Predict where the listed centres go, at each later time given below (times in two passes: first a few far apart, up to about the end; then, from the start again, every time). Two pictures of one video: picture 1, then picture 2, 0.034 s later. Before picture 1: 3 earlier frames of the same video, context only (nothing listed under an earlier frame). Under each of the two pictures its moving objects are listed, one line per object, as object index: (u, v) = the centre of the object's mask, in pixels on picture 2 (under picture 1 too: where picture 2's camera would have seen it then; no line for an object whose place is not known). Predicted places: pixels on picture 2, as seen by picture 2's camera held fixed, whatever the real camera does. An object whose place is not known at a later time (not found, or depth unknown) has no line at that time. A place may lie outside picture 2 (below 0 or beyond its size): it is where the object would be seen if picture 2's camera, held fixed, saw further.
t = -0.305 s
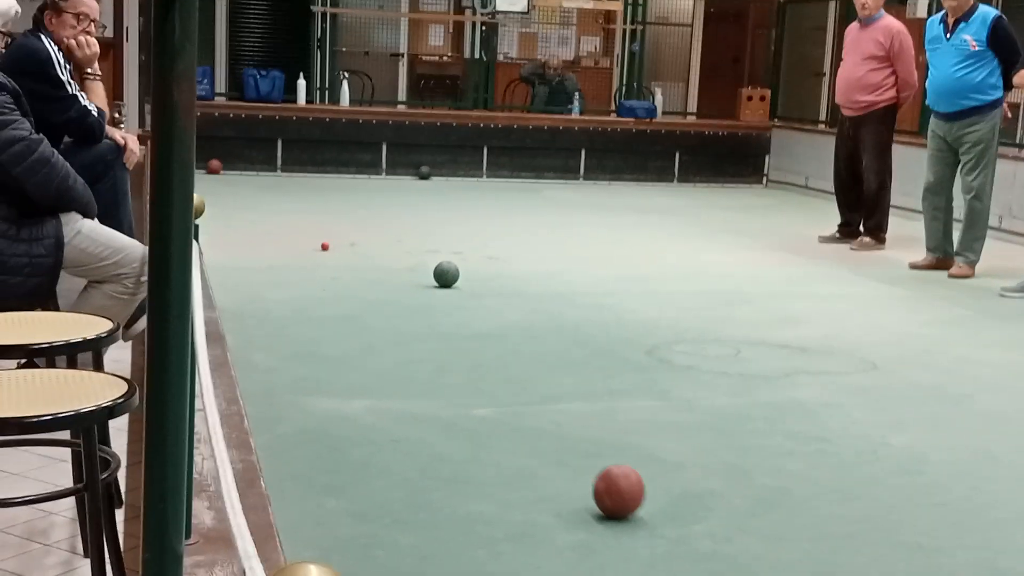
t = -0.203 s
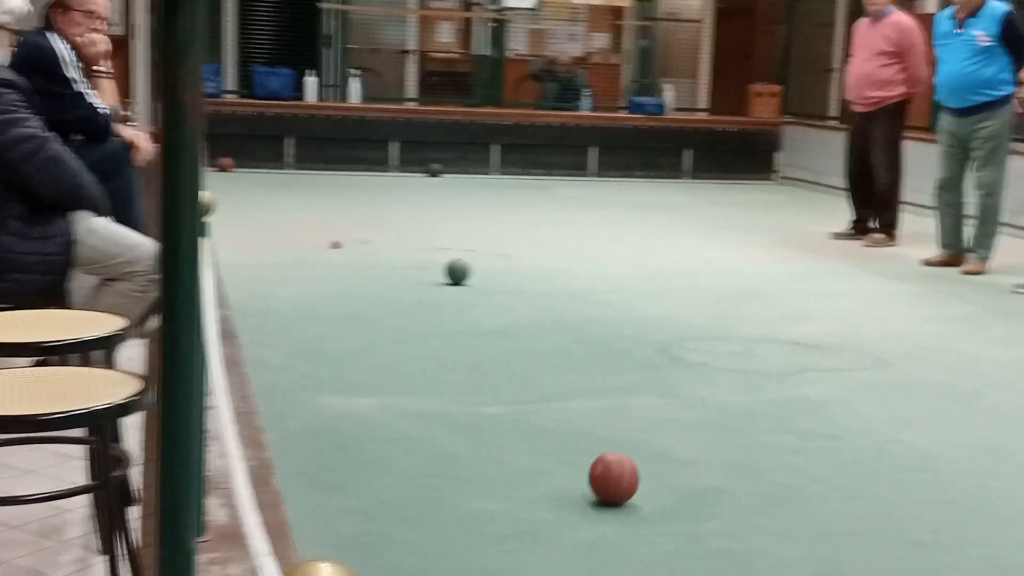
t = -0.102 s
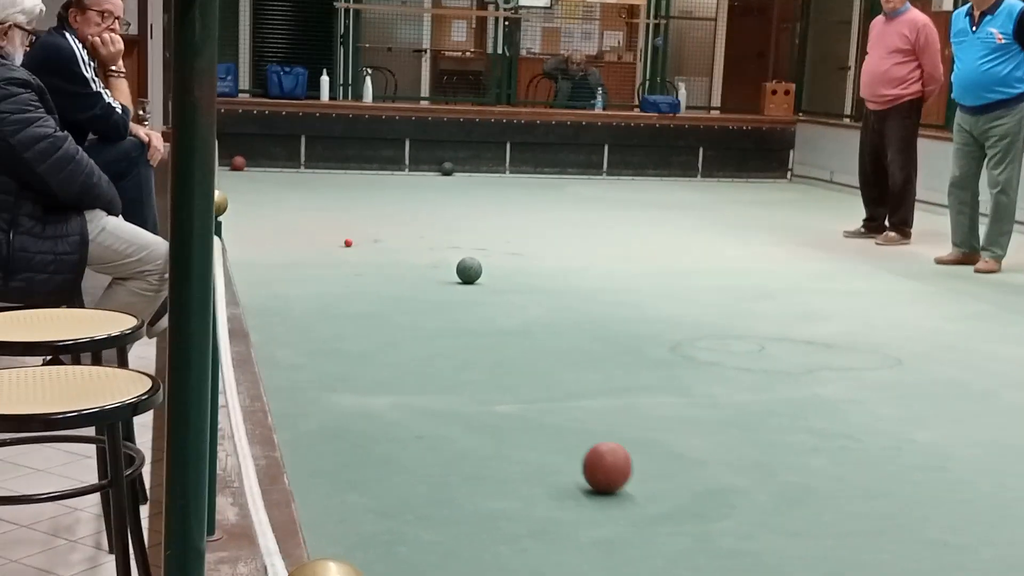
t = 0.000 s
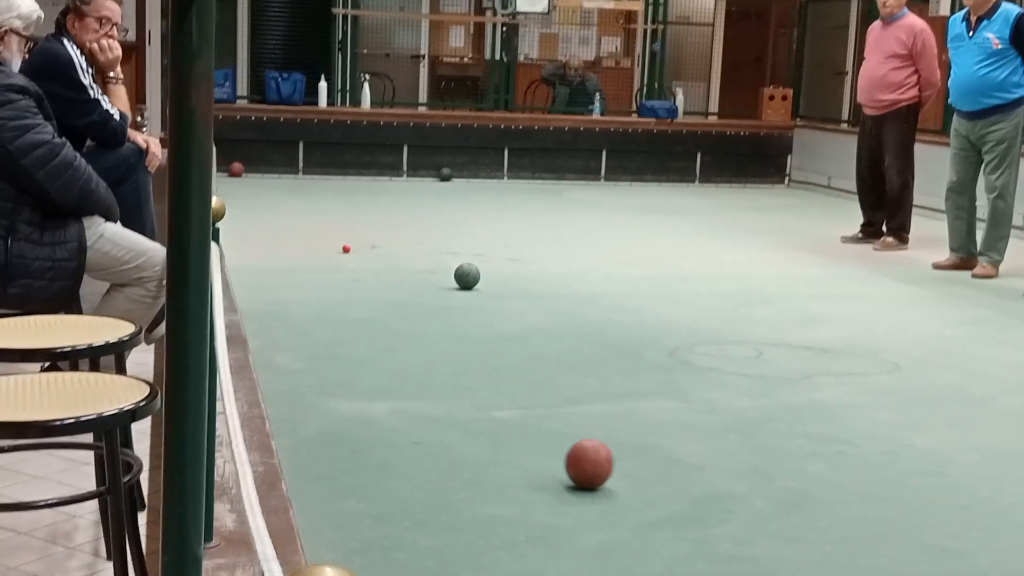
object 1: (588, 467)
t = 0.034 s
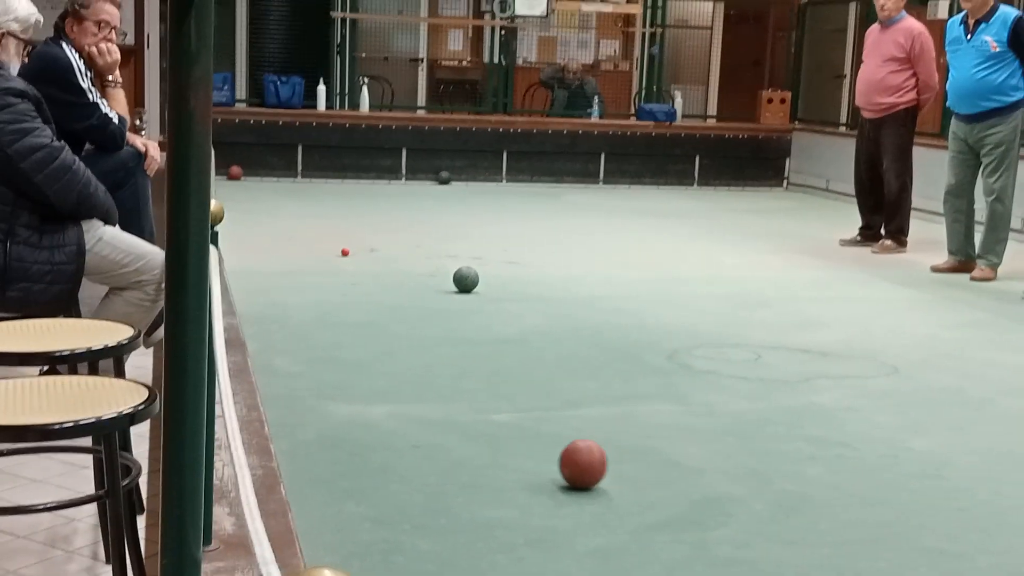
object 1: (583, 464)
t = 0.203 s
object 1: (559, 450)
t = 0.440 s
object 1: (530, 432)
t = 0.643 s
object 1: (509, 418)
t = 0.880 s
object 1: (486, 404)
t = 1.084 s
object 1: (470, 394)
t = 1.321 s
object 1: (452, 383)
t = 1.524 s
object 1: (439, 374)
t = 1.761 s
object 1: (425, 365)
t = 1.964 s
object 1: (415, 358)
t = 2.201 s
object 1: (404, 350)
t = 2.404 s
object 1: (396, 344)
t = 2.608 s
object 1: (390, 339)
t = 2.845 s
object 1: (384, 333)
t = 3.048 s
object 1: (379, 328)
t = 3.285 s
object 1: (374, 323)
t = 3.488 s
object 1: (370, 320)
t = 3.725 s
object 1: (367, 316)
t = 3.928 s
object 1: (364, 313)
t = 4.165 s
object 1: (361, 310)
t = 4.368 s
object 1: (360, 308)
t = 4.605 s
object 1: (359, 305)
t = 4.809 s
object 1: (359, 303)
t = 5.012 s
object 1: (359, 302)
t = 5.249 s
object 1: (360, 300)
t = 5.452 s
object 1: (360, 299)
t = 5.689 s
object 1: (361, 298)
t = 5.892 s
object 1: (362, 298)
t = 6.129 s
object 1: (363, 297)
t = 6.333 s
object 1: (365, 296)
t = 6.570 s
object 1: (367, 296)
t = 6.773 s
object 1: (368, 296)
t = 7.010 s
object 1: (368, 296)
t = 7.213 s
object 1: (369, 296)
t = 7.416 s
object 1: (369, 296)
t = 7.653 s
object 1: (369, 296)
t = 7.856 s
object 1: (369, 296)
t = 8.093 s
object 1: (369, 296)
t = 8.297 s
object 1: (369, 296)
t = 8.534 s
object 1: (369, 296)
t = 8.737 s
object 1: (369, 296)
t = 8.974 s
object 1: (369, 296)
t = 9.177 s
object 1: (370, 296)
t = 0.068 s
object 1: (578, 461)
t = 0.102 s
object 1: (573, 458)
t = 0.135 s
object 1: (568, 455)
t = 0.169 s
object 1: (564, 452)
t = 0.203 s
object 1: (559, 450)
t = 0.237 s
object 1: (555, 447)
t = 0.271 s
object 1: (551, 444)
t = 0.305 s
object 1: (546, 442)
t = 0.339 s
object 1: (542, 439)
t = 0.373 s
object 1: (538, 437)
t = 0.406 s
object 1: (534, 434)
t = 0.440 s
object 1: (530, 432)
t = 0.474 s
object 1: (526, 430)
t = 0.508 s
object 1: (523, 427)
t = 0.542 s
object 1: (519, 425)
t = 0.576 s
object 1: (515, 423)
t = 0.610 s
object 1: (512, 420)
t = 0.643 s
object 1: (509, 418)
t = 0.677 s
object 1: (505, 416)
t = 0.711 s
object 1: (502, 414)
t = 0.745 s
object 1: (499, 412)
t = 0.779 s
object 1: (496, 410)
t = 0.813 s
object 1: (492, 408)
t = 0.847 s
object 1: (489, 406)
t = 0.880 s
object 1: (486, 404)
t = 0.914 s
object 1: (483, 403)
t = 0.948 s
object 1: (481, 401)
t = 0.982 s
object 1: (478, 399)
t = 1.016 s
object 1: (475, 397)
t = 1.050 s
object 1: (472, 396)
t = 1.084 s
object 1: (470, 394)
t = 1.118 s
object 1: (467, 392)
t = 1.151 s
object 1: (464, 391)
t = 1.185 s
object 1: (462, 389)
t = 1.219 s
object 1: (459, 388)
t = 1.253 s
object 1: (457, 386)
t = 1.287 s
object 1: (455, 385)
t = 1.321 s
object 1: (452, 383)
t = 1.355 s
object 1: (450, 382)
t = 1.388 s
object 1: (448, 380)
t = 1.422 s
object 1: (445, 379)
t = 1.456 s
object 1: (443, 377)
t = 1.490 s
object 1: (441, 376)
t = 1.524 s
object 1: (439, 374)
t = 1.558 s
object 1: (437, 373)
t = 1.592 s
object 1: (435, 372)
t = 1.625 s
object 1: (433, 370)
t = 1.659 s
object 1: (431, 369)
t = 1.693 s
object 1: (429, 368)
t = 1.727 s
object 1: (427, 366)
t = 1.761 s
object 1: (425, 365)
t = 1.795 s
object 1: (423, 364)
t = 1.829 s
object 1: (422, 363)
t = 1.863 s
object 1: (420, 361)
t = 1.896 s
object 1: (418, 360)
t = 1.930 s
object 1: (417, 359)
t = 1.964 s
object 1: (415, 358)
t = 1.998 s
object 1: (413, 357)
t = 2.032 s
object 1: (412, 356)
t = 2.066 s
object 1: (410, 355)
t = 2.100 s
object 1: (409, 354)
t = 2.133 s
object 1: (407, 352)
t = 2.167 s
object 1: (406, 352)
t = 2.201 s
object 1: (404, 350)
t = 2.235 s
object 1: (403, 350)
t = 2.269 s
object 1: (401, 348)
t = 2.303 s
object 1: (400, 347)
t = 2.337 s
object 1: (399, 346)
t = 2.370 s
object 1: (398, 345)
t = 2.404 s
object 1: (396, 344)
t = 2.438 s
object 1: (395, 344)
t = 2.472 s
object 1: (394, 343)
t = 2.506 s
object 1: (393, 342)
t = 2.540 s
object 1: (392, 341)
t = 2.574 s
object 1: (391, 340)
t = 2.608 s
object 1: (390, 339)
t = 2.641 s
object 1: (389, 338)
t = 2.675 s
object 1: (388, 337)
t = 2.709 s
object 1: (387, 336)
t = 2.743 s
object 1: (386, 335)
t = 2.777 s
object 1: (385, 335)
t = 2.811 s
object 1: (384, 334)
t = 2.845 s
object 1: (384, 333)
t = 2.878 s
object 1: (383, 332)
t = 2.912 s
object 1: (382, 331)
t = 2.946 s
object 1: (381, 331)
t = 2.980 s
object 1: (380, 330)
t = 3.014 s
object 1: (380, 329)
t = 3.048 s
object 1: (379, 328)
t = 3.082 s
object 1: (378, 328)
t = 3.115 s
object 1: (377, 327)
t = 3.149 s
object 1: (377, 326)
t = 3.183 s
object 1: (376, 326)
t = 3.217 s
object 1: (375, 325)
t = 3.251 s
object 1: (375, 324)
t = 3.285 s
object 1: (374, 323)
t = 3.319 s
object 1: (373, 323)
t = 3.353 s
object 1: (373, 322)
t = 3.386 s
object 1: (372, 322)
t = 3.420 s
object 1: (372, 321)
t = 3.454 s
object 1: (371, 320)
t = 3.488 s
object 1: (370, 320)
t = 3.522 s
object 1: (370, 319)
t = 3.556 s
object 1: (369, 319)
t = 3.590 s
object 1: (369, 318)
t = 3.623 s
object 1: (368, 318)
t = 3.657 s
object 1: (368, 317)
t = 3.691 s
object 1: (367, 317)
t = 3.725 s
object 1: (367, 316)
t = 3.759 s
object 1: (366, 316)
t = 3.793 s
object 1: (366, 315)
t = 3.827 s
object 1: (365, 314)
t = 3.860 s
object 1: (365, 314)
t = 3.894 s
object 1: (364, 314)
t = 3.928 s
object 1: (364, 313)
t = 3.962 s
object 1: (364, 313)
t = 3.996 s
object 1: (363, 312)
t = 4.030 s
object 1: (363, 312)
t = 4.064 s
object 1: (363, 311)
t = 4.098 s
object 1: (362, 311)
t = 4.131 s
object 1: (362, 311)
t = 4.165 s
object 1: (361, 310)
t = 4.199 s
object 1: (361, 310)
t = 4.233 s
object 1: (361, 309)
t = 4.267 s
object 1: (360, 309)
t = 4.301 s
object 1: (360, 309)
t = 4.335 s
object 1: (360, 308)
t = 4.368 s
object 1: (360, 308)
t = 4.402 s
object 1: (360, 307)
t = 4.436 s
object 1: (360, 307)
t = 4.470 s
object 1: (359, 307)
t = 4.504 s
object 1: (359, 306)
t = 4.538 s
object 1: (359, 306)
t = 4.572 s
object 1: (359, 306)
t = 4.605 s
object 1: (359, 305)
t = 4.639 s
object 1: (359, 305)
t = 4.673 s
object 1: (359, 305)
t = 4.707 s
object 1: (359, 304)
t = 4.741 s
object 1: (359, 304)
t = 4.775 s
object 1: (359, 304)
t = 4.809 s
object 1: (359, 303)
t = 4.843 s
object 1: (359, 303)
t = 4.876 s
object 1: (359, 303)
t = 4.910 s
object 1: (359, 303)
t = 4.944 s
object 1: (359, 302)
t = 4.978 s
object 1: (359, 302)
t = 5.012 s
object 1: (359, 302)
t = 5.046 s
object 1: (359, 302)
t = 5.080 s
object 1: (360, 301)
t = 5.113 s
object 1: (359, 301)
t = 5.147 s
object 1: (360, 301)
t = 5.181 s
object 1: (360, 301)
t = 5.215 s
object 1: (360, 301)
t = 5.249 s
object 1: (360, 300)
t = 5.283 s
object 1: (360, 300)
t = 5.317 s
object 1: (360, 300)
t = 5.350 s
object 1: (360, 300)
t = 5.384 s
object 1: (360, 300)
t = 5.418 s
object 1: (360, 299)
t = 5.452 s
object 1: (360, 299)
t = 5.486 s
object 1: (360, 299)
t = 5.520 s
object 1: (360, 299)
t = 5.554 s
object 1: (360, 299)
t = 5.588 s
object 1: (360, 299)
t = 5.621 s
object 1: (361, 298)
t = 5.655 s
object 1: (361, 298)
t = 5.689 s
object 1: (361, 298)
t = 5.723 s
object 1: (361, 298)
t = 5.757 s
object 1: (361, 298)
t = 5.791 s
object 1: (361, 298)
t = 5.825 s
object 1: (361, 298)
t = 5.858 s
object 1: (362, 298)
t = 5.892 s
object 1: (362, 298)
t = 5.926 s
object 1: (362, 298)
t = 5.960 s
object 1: (362, 297)
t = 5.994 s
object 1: (362, 297)
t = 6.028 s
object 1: (362, 297)
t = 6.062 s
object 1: (363, 297)
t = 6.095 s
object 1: (363, 297)
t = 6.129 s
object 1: (363, 297)
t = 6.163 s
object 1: (363, 297)
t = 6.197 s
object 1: (364, 297)
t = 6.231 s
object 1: (364, 297)
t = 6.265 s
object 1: (364, 297)
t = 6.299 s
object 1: (364, 297)
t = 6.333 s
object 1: (365, 296)
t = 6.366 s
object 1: (365, 296)
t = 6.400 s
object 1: (365, 296)
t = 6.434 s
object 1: (366, 296)
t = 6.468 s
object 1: (366, 296)
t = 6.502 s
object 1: (366, 296)
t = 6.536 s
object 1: (366, 296)
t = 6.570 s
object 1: (367, 296)
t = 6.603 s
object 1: (367, 296)
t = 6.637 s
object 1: (367, 296)
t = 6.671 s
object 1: (367, 296)
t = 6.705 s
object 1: (367, 296)
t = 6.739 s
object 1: (367, 296)
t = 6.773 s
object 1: (368, 296)
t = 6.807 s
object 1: (368, 296)
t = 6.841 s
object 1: (368, 296)
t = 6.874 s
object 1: (368, 296)
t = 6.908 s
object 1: (368, 296)
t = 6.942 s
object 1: (368, 296)
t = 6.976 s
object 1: (368, 296)
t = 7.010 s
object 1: (368, 296)
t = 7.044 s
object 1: (369, 296)
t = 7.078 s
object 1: (369, 296)
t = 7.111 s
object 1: (369, 296)
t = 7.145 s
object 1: (369, 296)
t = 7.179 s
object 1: (369, 296)
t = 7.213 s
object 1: (369, 296)
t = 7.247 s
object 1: (369, 296)
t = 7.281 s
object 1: (369, 296)
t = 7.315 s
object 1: (369, 296)
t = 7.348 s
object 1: (369, 296)
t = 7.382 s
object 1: (369, 296)
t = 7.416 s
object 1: (369, 296)
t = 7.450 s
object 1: (369, 296)
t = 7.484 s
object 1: (369, 296)
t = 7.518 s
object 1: (369, 296)
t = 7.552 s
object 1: (369, 296)
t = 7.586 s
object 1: (369, 296)
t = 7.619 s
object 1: (369, 296)
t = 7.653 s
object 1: (369, 296)
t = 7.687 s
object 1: (369, 296)
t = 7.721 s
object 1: (369, 296)
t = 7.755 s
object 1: (369, 296)
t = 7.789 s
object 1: (369, 296)
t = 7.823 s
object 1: (369, 296)
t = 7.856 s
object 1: (369, 296)
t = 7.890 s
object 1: (369, 296)
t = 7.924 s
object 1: (369, 296)
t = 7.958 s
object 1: (369, 296)
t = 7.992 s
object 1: (369, 296)
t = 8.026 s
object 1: (369, 296)
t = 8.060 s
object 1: (369, 296)
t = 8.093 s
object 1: (369, 296)
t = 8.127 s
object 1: (369, 296)
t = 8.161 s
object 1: (369, 296)
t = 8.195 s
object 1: (369, 296)
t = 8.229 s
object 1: (369, 296)
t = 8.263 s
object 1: (369, 296)
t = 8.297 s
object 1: (369, 296)
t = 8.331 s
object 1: (369, 296)
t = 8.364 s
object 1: (369, 296)
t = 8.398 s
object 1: (369, 296)
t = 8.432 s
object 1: (369, 296)
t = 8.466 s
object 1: (369, 296)
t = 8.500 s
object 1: (369, 296)
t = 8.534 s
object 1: (369, 296)
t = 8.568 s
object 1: (369, 296)
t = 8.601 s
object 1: (369, 296)
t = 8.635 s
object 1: (369, 296)
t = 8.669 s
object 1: (369, 296)
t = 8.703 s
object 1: (369, 296)
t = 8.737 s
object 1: (369, 296)
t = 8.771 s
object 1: (369, 296)
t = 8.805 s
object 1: (369, 296)
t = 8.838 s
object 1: (369, 296)
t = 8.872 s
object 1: (369, 296)
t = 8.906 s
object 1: (369, 296)
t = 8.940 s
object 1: (369, 296)
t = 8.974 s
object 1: (369, 296)
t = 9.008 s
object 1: (369, 296)
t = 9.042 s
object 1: (369, 296)
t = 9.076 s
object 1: (369, 296)
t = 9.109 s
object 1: (370, 296)
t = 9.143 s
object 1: (369, 296)
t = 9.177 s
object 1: (370, 296)
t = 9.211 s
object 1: (370, 296)
